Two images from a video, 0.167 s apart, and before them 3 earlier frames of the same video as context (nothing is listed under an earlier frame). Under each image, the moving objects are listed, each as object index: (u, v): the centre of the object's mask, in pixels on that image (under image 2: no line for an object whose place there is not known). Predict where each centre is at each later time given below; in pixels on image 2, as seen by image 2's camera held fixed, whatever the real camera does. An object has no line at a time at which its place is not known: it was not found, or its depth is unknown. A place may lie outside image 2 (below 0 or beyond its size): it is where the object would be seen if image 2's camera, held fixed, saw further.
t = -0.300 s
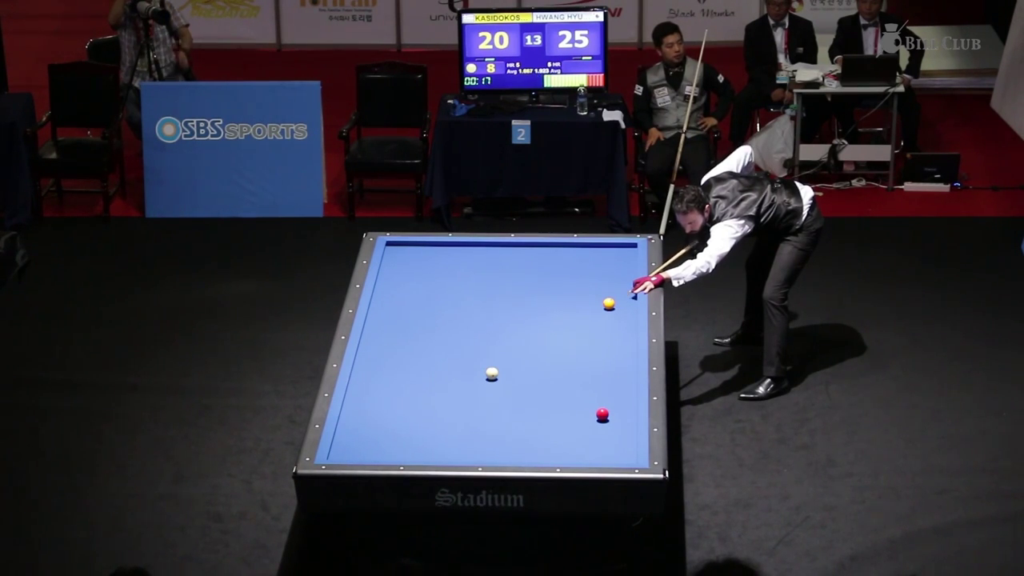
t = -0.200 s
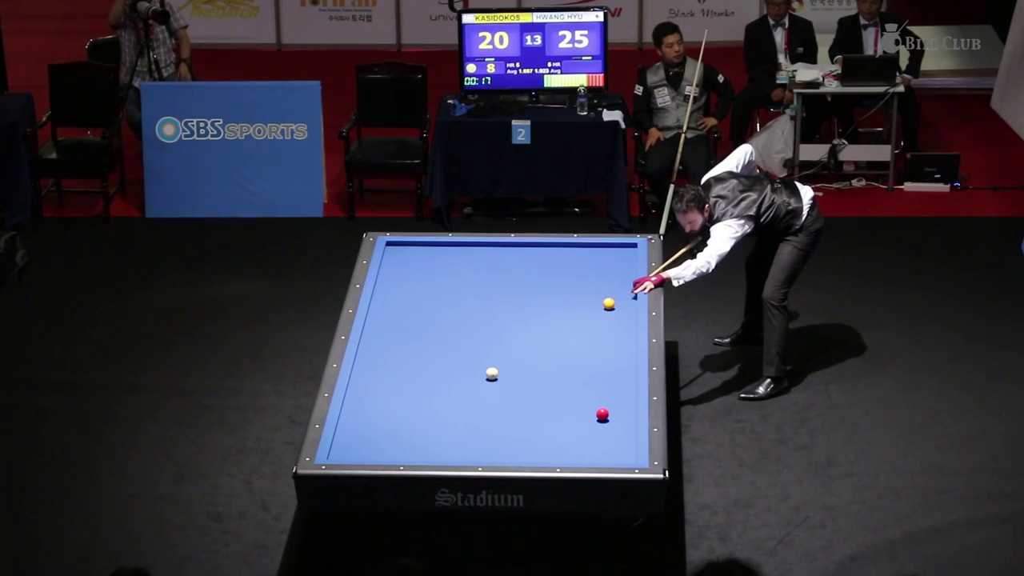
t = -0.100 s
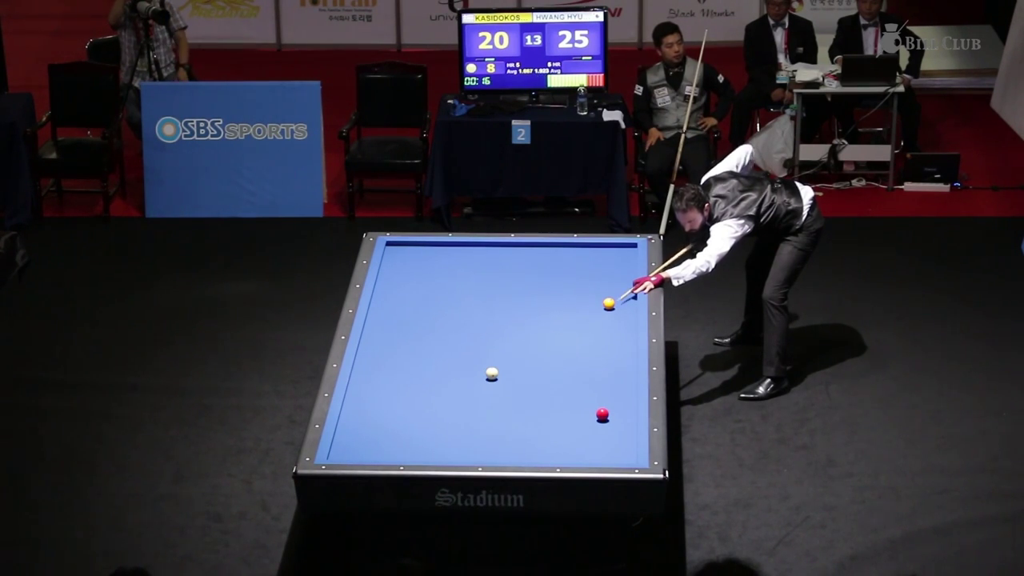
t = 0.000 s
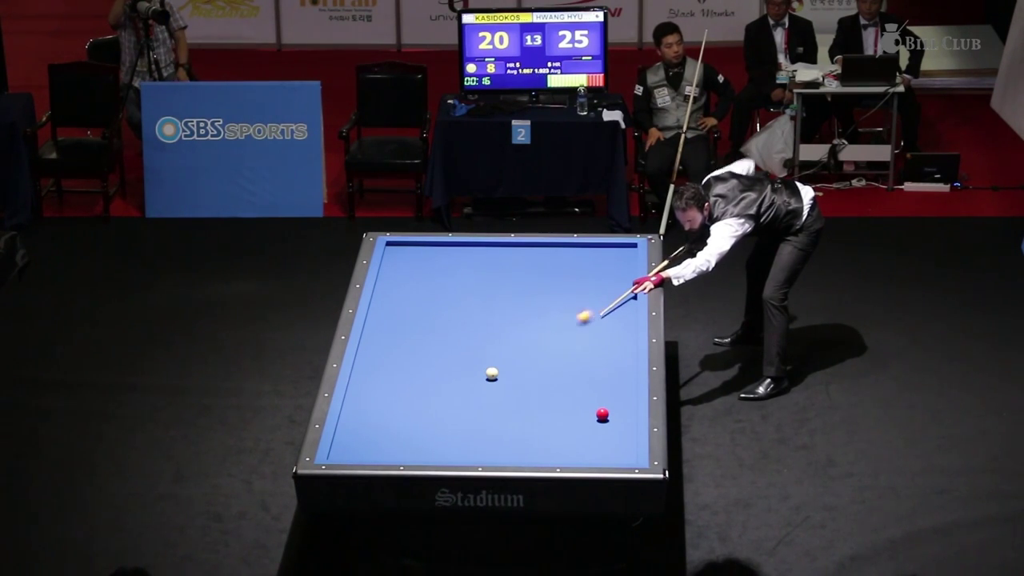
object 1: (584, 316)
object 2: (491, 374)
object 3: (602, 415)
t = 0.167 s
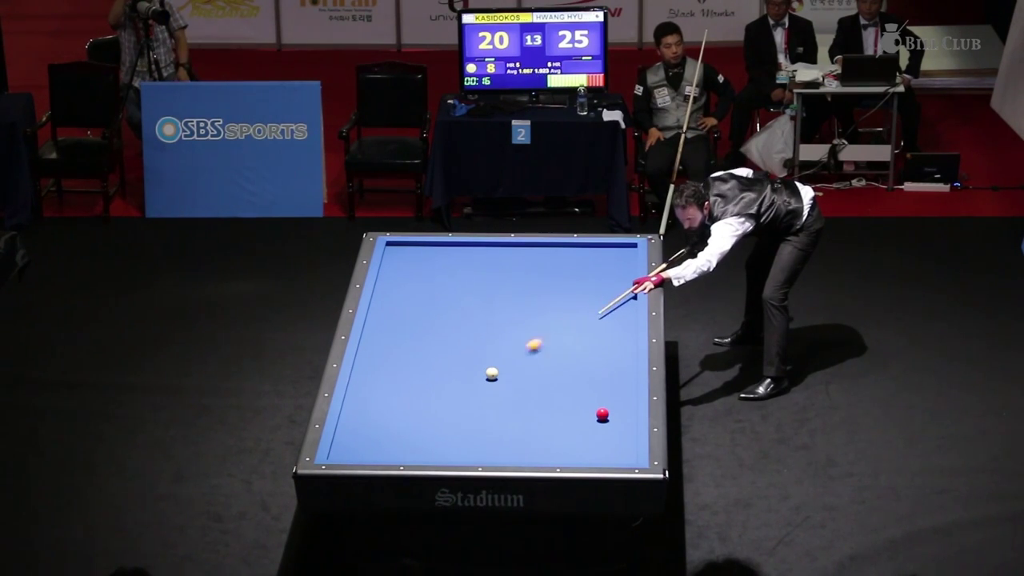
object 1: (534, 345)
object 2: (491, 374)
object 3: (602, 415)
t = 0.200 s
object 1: (525, 351)
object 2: (491, 374)
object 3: (602, 415)
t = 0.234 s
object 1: (515, 355)
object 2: (491, 374)
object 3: (602, 415)
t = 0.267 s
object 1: (506, 361)
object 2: (491, 374)
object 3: (602, 415)
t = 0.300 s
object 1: (498, 365)
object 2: (491, 374)
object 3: (602, 415)
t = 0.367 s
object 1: (482, 368)
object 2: (487, 382)
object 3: (602, 415)
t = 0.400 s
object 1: (476, 369)
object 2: (485, 387)
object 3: (602, 415)
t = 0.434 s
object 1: (471, 368)
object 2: (482, 391)
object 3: (602, 415)
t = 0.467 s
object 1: (465, 369)
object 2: (480, 397)
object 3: (602, 415)
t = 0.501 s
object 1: (459, 370)
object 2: (478, 402)
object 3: (602, 415)
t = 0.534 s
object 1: (453, 371)
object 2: (475, 406)
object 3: (602, 415)
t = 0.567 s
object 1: (447, 371)
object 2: (473, 411)
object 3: (602, 415)
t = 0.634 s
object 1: (436, 372)
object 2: (469, 419)
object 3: (602, 415)
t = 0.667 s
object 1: (430, 373)
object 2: (467, 424)
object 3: (602, 415)
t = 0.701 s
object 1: (425, 374)
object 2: (465, 427)
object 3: (602, 415)
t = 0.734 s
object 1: (419, 374)
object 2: (463, 432)
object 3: (602, 415)
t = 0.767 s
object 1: (413, 376)
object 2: (461, 436)
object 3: (602, 415)
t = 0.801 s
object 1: (408, 376)
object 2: (458, 440)
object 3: (602, 415)
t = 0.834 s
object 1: (402, 377)
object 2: (456, 445)
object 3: (602, 416)
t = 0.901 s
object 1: (390, 378)
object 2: (452, 453)
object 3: (602, 415)
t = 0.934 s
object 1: (385, 379)
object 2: (450, 455)
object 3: (602, 415)
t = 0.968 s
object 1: (379, 379)
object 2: (448, 456)
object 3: (602, 415)
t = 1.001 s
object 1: (374, 380)
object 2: (447, 454)
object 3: (602, 415)
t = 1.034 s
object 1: (368, 381)
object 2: (447, 452)
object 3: (602, 415)
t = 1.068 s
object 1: (362, 381)
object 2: (446, 449)
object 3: (602, 415)
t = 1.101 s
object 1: (357, 382)
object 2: (445, 446)
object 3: (602, 415)
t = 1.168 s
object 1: (359, 384)
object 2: (443, 441)
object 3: (602, 415)
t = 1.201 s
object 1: (363, 386)
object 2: (442, 438)
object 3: (602, 415)
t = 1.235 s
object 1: (366, 387)
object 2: (441, 436)
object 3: (602, 415)
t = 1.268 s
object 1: (369, 389)
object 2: (440, 433)
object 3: (602, 415)
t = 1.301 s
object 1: (371, 391)
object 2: (440, 431)
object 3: (602, 415)
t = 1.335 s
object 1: (374, 393)
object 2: (439, 429)
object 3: (602, 415)
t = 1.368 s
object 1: (376, 394)
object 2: (438, 427)
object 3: (602, 415)
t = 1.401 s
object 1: (379, 396)
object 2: (437, 424)
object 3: (602, 415)
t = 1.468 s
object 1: (383, 399)
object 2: (435, 419)
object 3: (602, 415)
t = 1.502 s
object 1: (385, 400)
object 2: (434, 417)
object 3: (602, 415)
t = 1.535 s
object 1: (388, 402)
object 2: (433, 415)
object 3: (602, 415)
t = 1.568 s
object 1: (390, 403)
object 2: (432, 413)
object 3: (602, 415)
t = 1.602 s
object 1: (392, 405)
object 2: (432, 411)
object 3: (602, 415)
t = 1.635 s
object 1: (394, 406)
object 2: (431, 408)
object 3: (602, 415)
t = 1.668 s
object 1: (396, 408)
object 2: (430, 405)
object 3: (602, 415)
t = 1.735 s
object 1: (401, 410)
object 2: (428, 401)
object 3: (602, 415)
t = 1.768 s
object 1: (403, 412)
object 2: (428, 399)
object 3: (602, 415)
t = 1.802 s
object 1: (406, 414)
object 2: (427, 397)
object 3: (602, 415)
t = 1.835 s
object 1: (408, 416)
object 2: (426, 395)
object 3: (602, 415)
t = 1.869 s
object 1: (410, 417)
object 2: (425, 393)
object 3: (602, 415)
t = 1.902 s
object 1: (413, 419)
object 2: (424, 391)
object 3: (602, 415)
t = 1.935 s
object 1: (415, 420)
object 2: (424, 388)
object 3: (602, 415)
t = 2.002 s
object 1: (419, 423)
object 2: (422, 384)
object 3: (602, 415)
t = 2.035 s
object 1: (422, 424)
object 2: (421, 382)
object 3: (602, 415)
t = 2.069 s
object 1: (424, 426)
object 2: (420, 380)
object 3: (602, 415)
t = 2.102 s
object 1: (426, 427)
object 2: (419, 378)
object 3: (602, 415)
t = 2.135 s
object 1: (429, 428)
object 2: (419, 376)
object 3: (602, 415)
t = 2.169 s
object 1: (431, 430)
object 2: (418, 374)
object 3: (602, 415)
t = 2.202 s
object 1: (433, 432)
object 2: (417, 372)
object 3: (602, 415)
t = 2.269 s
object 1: (438, 434)
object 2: (416, 368)
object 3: (602, 415)
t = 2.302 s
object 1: (440, 437)
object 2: (415, 366)
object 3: (602, 415)
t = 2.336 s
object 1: (442, 438)
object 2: (414, 364)
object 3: (602, 416)
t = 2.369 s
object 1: (445, 440)
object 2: (414, 362)
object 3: (602, 415)
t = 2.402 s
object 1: (447, 441)
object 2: (413, 360)
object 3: (602, 415)
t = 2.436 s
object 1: (449, 442)
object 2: (412, 358)
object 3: (602, 415)
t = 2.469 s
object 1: (452, 444)
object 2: (411, 356)
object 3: (602, 415)
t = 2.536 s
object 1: (456, 447)
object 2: (410, 353)
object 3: (602, 415)
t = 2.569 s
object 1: (458, 449)
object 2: (409, 351)
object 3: (602, 415)
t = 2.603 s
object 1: (461, 450)
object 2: (408, 349)
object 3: (602, 416)
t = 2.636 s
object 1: (463, 451)
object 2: (408, 347)
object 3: (602, 416)
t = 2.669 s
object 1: (465, 453)
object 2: (407, 345)
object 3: (602, 415)
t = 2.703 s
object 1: (468, 454)
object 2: (407, 343)
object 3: (602, 415)
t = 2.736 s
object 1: (470, 455)
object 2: (406, 341)
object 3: (602, 415)
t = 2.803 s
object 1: (475, 457)
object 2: (404, 338)
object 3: (602, 416)
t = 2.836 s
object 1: (477, 457)
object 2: (404, 336)
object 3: (602, 415)
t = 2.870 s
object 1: (481, 457)
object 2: (403, 334)
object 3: (602, 415)
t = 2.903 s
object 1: (485, 457)
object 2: (402, 332)
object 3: (602, 415)
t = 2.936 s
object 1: (489, 456)
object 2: (402, 331)
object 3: (602, 415)
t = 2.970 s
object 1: (492, 456)
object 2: (401, 329)
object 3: (602, 415)
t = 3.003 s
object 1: (496, 455)
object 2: (400, 327)
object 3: (602, 415)
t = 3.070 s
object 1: (503, 455)
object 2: (399, 324)
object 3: (602, 416)
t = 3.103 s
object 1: (507, 455)
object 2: (398, 322)
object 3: (602, 415)
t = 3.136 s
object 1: (510, 454)
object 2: (398, 320)
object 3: (602, 415)
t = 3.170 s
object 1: (514, 453)
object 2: (397, 319)
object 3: (602, 415)
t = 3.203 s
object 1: (517, 453)
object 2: (397, 317)
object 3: (602, 415)
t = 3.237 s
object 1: (521, 452)
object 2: (396, 315)
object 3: (602, 415)
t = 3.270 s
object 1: (524, 452)
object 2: (395, 313)
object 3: (602, 415)
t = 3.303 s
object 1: (528, 451)
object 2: (395, 312)
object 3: (602, 415)
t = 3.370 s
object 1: (535, 450)
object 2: (393, 308)
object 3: (602, 415)
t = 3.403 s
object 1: (538, 449)
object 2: (393, 307)
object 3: (602, 415)
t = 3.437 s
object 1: (542, 449)
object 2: (392, 305)
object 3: (602, 415)
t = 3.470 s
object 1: (545, 448)
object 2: (392, 304)
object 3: (602, 415)
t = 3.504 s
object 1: (549, 448)
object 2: (391, 302)
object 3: (602, 415)
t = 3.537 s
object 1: (552, 447)
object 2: (390, 300)
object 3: (602, 415)
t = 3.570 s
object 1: (555, 446)
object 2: (390, 299)
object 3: (602, 415)
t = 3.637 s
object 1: (562, 445)
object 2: (389, 296)
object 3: (602, 415)
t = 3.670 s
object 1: (565, 445)
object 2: (388, 294)
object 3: (602, 415)
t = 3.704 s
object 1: (569, 444)
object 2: (388, 292)
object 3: (602, 415)
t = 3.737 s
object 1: (572, 443)
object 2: (387, 291)
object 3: (602, 415)
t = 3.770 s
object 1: (576, 443)
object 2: (387, 289)
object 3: (602, 415)
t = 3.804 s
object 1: (579, 442)
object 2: (386, 288)
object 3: (602, 415)
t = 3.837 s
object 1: (582, 442)
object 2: (385, 286)
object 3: (602, 415)
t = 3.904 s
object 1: (589, 440)
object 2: (384, 283)
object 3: (602, 415)
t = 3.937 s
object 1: (592, 440)
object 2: (384, 282)
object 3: (602, 415)
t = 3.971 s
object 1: (595, 439)
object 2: (383, 280)
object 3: (602, 415)
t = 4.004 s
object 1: (598, 439)
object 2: (383, 279)
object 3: (602, 415)
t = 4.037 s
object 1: (602, 438)
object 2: (382, 277)
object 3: (602, 415)
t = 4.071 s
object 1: (604, 438)
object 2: (383, 276)
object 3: (602, 415)
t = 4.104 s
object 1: (608, 437)
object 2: (383, 275)
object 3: (602, 415)
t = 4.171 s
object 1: (614, 436)
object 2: (385, 272)
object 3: (602, 415)
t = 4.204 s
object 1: (617, 435)
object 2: (386, 271)
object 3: (602, 415)
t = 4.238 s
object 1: (620, 435)
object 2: (386, 270)
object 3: (602, 415)
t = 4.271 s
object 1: (624, 434)
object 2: (387, 268)
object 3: (602, 415)
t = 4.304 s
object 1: (626, 434)
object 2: (388, 267)
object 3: (602, 415)
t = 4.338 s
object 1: (629, 433)
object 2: (389, 265)
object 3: (602, 415)
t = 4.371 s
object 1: (629, 432)
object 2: (390, 264)
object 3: (602, 415)
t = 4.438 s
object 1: (625, 430)
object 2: (391, 262)
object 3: (602, 415)
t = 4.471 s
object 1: (624, 429)
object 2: (392, 261)
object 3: (602, 415)
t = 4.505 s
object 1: (622, 428)
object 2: (393, 259)
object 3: (602, 415)
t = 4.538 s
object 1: (621, 427)
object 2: (394, 258)
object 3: (602, 415)
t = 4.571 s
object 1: (619, 426)
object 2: (394, 257)
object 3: (602, 415)
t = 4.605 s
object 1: (618, 426)
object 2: (395, 256)
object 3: (602, 415)
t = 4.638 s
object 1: (616, 425)
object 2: (396, 254)
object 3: (602, 415)
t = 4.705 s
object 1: (613, 423)
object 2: (398, 252)
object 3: (602, 415)
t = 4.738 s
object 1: (612, 422)
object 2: (398, 251)
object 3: (601, 415)
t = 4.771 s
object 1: (610, 421)
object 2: (399, 250)
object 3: (601, 414)
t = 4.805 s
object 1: (609, 420)
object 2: (400, 248)
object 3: (601, 414)
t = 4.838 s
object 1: (608, 419)
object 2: (401, 247)
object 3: (600, 413)
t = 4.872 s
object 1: (607, 419)
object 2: (401, 246)
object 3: (600, 413)
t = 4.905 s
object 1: (607, 419)
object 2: (402, 245)
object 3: (599, 412)
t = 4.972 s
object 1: (606, 418)
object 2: (403, 244)
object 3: (598, 411)
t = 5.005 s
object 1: (605, 418)
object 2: (404, 245)
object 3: (597, 410)
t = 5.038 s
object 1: (604, 418)
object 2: (404, 246)
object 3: (597, 410)
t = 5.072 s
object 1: (604, 418)
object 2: (404, 246)
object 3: (596, 409)
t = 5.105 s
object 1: (603, 418)
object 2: (405, 247)
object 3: (596, 408)
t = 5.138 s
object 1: (603, 417)
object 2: (405, 247)
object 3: (595, 408)
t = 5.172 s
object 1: (602, 417)
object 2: (405, 248)
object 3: (595, 407)
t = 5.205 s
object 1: (602, 417)
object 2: (406, 249)
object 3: (594, 407)
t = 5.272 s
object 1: (600, 417)
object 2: (406, 250)
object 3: (593, 406)
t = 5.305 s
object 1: (600, 417)
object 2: (406, 251)
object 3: (592, 405)
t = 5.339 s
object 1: (599, 417)
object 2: (407, 252)
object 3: (592, 405)
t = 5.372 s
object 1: (599, 417)
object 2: (407, 252)
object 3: (591, 404)
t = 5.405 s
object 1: (598, 417)
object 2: (407, 253)
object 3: (591, 404)
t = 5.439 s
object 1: (598, 416)
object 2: (408, 254)
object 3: (591, 403)
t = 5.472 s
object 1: (597, 416)
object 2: (408, 254)
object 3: (590, 402)
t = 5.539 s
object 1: (596, 416)
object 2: (409, 256)
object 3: (589, 401)
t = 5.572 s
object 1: (596, 416)
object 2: (409, 256)
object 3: (588, 400)
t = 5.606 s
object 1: (595, 416)
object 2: (409, 257)
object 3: (587, 400)
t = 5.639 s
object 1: (595, 415)
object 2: (410, 258)
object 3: (587, 400)
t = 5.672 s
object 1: (594, 415)
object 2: (410, 258)
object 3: (587, 399)
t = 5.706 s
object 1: (594, 415)
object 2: (410, 259)
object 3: (586, 398)
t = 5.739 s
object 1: (593, 415)
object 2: (411, 260)
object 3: (585, 398)
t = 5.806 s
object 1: (593, 415)
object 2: (412, 261)
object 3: (584, 396)
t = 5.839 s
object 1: (592, 415)
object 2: (412, 262)
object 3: (584, 396)
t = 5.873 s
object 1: (592, 415)
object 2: (412, 262)
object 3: (583, 395)
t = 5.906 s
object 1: (591, 415)
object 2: (413, 263)
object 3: (582, 395)
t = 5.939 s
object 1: (591, 415)
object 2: (413, 264)
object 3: (582, 395)
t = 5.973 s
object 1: (590, 414)
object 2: (413, 264)
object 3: (581, 394)
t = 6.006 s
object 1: (590, 414)
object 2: (414, 265)
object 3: (581, 393)
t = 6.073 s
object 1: (589, 414)
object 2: (414, 266)
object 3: (580, 392)
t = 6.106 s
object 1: (589, 414)
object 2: (414, 267)
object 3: (579, 392)
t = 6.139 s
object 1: (589, 414)
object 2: (415, 267)
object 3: (579, 391)
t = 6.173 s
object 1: (588, 414)
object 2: (415, 268)
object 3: (578, 391)
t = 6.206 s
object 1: (588, 414)
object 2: (416, 269)
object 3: (578, 391)
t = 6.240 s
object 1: (588, 414)
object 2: (416, 269)
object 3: (577, 390)
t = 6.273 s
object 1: (587, 413)
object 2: (416, 270)
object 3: (577, 390)
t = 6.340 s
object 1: (586, 414)
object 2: (417, 271)
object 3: (576, 389)
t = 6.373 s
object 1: (586, 414)
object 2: (417, 272)
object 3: (575, 388)
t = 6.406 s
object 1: (586, 413)
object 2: (418, 272)
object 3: (575, 388)
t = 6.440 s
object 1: (585, 413)
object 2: (418, 273)
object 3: (574, 387)
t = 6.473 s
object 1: (585, 413)
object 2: (418, 274)
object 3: (574, 387)
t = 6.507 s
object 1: (585, 413)
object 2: (419, 274)
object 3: (574, 386)
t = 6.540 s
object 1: (585, 413)
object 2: (419, 275)
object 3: (573, 386)
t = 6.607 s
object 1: (584, 413)
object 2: (419, 276)
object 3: (572, 385)
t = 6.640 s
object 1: (584, 413)
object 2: (420, 277)
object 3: (571, 385)
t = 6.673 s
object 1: (584, 413)
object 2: (420, 277)
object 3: (571, 384)
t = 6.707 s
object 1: (583, 413)
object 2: (420, 278)
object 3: (571, 384)
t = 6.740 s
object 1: (583, 413)
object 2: (421, 278)
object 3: (570, 383)
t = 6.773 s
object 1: (583, 413)
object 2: (421, 279)
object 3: (570, 383)
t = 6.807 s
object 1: (582, 413)
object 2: (421, 280)
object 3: (569, 382)
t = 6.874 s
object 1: (582, 413)
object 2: (422, 281)
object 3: (569, 381)
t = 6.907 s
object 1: (582, 413)
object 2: (423, 281)
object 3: (568, 381)
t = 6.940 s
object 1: (582, 413)
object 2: (423, 282)
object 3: (568, 381)
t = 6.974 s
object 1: (582, 413)
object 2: (423, 283)
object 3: (567, 380)
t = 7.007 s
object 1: (581, 413)
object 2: (424, 283)
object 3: (567, 380)
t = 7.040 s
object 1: (581, 413)
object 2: (424, 284)
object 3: (567, 379)
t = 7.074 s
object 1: (581, 413)
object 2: (424, 284)
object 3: (566, 379)
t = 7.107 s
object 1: (581, 413)
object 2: (424, 285)
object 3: (566, 379)
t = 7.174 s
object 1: (581, 412)
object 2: (425, 286)
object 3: (565, 378)
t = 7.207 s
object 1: (581, 412)
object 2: (425, 287)
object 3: (565, 377)
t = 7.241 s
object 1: (581, 412)
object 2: (426, 287)
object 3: (564, 377)
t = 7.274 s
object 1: (580, 412)
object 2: (426, 288)
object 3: (564, 377)
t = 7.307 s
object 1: (580, 412)
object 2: (426, 288)
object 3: (564, 376)
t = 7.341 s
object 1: (580, 413)
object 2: (426, 289)
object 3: (563, 376)
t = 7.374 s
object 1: (580, 412)
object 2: (427, 289)
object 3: (563, 376)
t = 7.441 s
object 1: (580, 412)
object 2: (427, 290)
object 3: (562, 375)
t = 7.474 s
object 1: (580, 412)
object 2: (427, 291)
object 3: (562, 375)
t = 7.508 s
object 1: (580, 412)
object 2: (428, 292)
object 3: (561, 374)
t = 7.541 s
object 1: (580, 412)
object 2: (428, 292)
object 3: (561, 374)
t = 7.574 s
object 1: (580, 412)
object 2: (428, 293)
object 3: (560, 374)
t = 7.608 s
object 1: (580, 412)
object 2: (429, 293)
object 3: (560, 373)
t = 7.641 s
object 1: (580, 412)
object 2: (429, 294)
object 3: (560, 373)
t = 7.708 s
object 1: (579, 412)
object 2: (429, 295)
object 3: (559, 372)
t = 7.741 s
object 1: (579, 412)
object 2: (430, 295)
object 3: (559, 372)
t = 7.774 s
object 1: (579, 412)
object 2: (430, 296)
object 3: (558, 372)
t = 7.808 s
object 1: (579, 412)
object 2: (430, 296)
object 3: (558, 371)
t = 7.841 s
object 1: (579, 412)
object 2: (430, 297)
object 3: (558, 371)
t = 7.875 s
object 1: (579, 412)
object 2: (431, 297)
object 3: (557, 371)
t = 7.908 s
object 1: (579, 412)
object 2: (431, 298)
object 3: (557, 371)
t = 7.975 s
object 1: (579, 412)
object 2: (431, 299)
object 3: (556, 370)
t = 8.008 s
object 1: (579, 412)
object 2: (432, 300)
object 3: (556, 370)
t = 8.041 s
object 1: (579, 412)
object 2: (432, 300)
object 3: (556, 370)
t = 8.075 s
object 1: (579, 412)
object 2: (432, 300)
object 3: (556, 369)
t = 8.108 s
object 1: (579, 412)
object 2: (432, 301)
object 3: (555, 369)
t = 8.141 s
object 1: (579, 412)
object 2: (433, 301)
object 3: (555, 369)
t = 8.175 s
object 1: (579, 412)
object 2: (433, 302)
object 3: (555, 368)
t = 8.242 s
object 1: (579, 412)
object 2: (434, 303)
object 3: (554, 368)
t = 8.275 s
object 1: (579, 412)
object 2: (434, 303)
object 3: (554, 367)
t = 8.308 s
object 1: (579, 412)
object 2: (434, 304)
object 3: (553, 367)
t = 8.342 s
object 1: (579, 412)
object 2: (434, 304)
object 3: (553, 367)
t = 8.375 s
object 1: (579, 412)
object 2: (434, 305)
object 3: (553, 367)
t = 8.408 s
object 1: (579, 412)
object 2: (435, 305)
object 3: (553, 366)
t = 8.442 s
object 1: (579, 412)
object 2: (435, 306)
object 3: (552, 366)
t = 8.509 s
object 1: (579, 412)
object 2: (436, 307)
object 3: (552, 366)
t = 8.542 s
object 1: (579, 412)
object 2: (436, 307)
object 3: (552, 366)
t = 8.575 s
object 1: (579, 412)
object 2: (436, 308)
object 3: (552, 365)
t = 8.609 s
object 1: (579, 412)
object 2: (436, 308)
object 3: (551, 365)
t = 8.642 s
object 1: (579, 412)
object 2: (436, 309)
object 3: (551, 365)
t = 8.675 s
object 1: (579, 412)
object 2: (437, 309)
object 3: (551, 365)
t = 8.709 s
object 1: (579, 413)
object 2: (437, 310)
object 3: (551, 364)
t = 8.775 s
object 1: (579, 413)
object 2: (437, 310)
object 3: (550, 364)
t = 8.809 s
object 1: (579, 412)
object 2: (438, 311)
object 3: (550, 364)
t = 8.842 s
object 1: (579, 412)
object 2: (438, 311)
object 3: (550, 364)
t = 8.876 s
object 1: (579, 412)
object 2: (438, 312)
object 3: (550, 363)
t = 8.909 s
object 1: (579, 412)
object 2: (438, 312)
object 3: (550, 363)
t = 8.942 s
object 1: (579, 412)
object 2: (438, 313)
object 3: (549, 363)
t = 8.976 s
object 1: (579, 412)
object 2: (439, 313)
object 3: (549, 363)
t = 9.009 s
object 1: (579, 412)
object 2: (439, 313)
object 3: (549, 362)
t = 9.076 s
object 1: (579, 412)
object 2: (439, 314)
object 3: (549, 362)
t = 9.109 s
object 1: (579, 412)
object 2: (440, 315)
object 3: (549, 362)
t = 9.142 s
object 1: (579, 412)
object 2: (440, 315)
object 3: (548, 361)
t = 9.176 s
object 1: (579, 412)
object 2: (440, 315)
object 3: (548, 361)
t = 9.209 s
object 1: (579, 412)
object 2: (440, 316)
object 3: (548, 361)
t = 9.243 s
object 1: (579, 412)
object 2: (441, 316)
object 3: (548, 361)
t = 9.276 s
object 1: (579, 412)
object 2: (441, 317)
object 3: (547, 361)
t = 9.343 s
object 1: (579, 412)
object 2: (441, 317)
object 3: (547, 361)
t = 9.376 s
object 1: (579, 412)
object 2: (441, 318)
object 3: (547, 360)
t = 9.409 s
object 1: (579, 412)
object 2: (442, 318)
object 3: (547, 360)
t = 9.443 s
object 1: (579, 412)
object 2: (442, 319)
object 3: (547, 360)
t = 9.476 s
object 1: (579, 412)
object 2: (442, 319)
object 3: (546, 360)
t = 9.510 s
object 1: (579, 412)
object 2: (442, 319)
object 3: (546, 359)
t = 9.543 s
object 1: (579, 412)
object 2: (442, 320)
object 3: (546, 359)
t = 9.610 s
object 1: (579, 412)
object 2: (443, 320)
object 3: (546, 360)
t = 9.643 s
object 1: (579, 412)
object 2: (443, 321)
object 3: (546, 359)
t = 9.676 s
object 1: (579, 412)
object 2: (443, 321)
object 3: (546, 359)
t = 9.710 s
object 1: (579, 412)
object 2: (444, 321)
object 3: (546, 359)
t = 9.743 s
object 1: (579, 412)
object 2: (444, 322)
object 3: (546, 359)
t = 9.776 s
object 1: (579, 412)
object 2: (444, 322)
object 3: (545, 359)
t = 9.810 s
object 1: (579, 412)
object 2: (444, 323)
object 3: (545, 359)
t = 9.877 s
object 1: (579, 412)
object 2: (444, 323)
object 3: (545, 359)
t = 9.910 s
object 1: (579, 412)
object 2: (445, 324)
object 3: (545, 358)
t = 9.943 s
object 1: (579, 412)
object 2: (445, 324)
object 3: (545, 358)
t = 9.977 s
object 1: (579, 412)
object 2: (445, 324)
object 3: (545, 358)
